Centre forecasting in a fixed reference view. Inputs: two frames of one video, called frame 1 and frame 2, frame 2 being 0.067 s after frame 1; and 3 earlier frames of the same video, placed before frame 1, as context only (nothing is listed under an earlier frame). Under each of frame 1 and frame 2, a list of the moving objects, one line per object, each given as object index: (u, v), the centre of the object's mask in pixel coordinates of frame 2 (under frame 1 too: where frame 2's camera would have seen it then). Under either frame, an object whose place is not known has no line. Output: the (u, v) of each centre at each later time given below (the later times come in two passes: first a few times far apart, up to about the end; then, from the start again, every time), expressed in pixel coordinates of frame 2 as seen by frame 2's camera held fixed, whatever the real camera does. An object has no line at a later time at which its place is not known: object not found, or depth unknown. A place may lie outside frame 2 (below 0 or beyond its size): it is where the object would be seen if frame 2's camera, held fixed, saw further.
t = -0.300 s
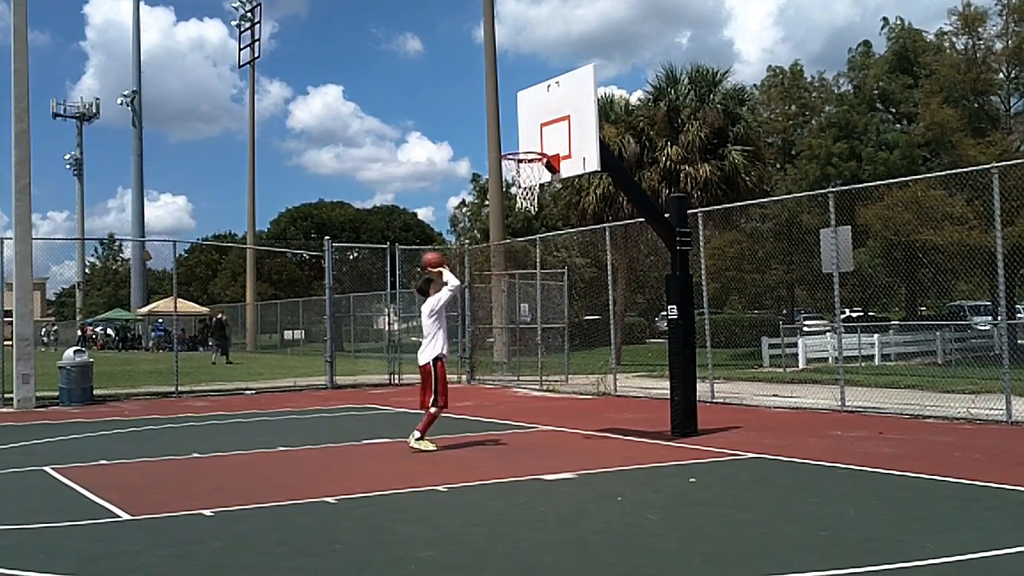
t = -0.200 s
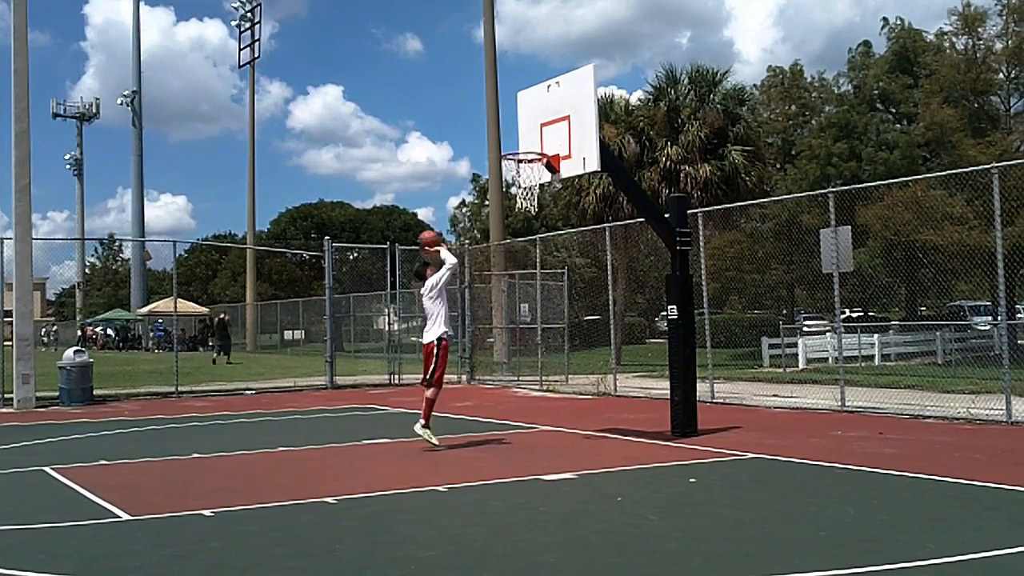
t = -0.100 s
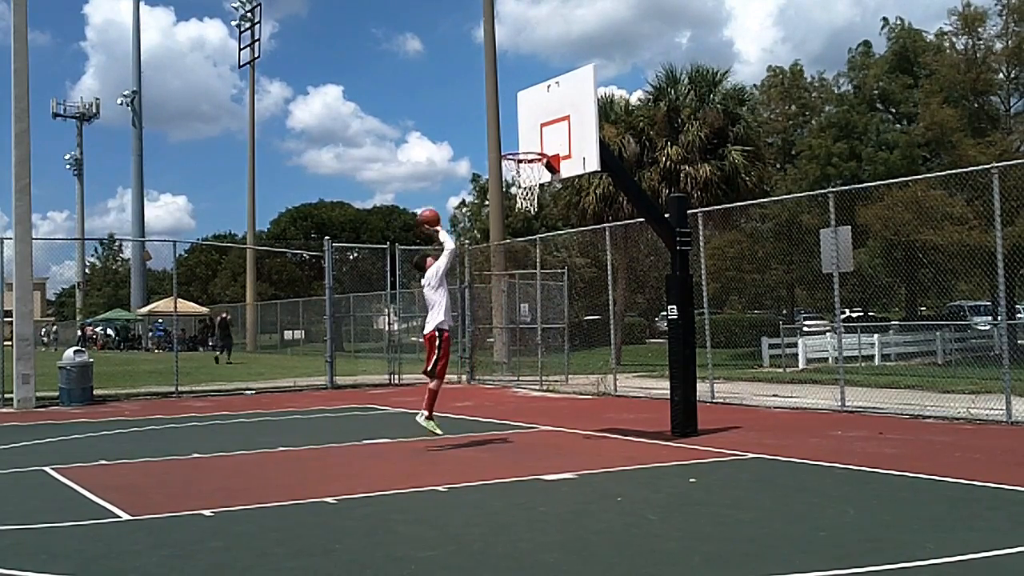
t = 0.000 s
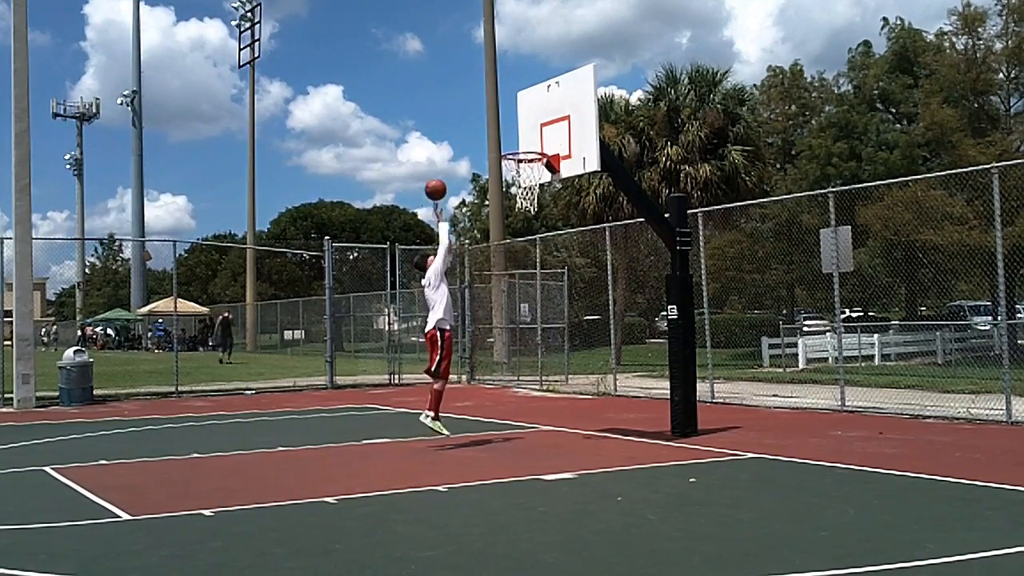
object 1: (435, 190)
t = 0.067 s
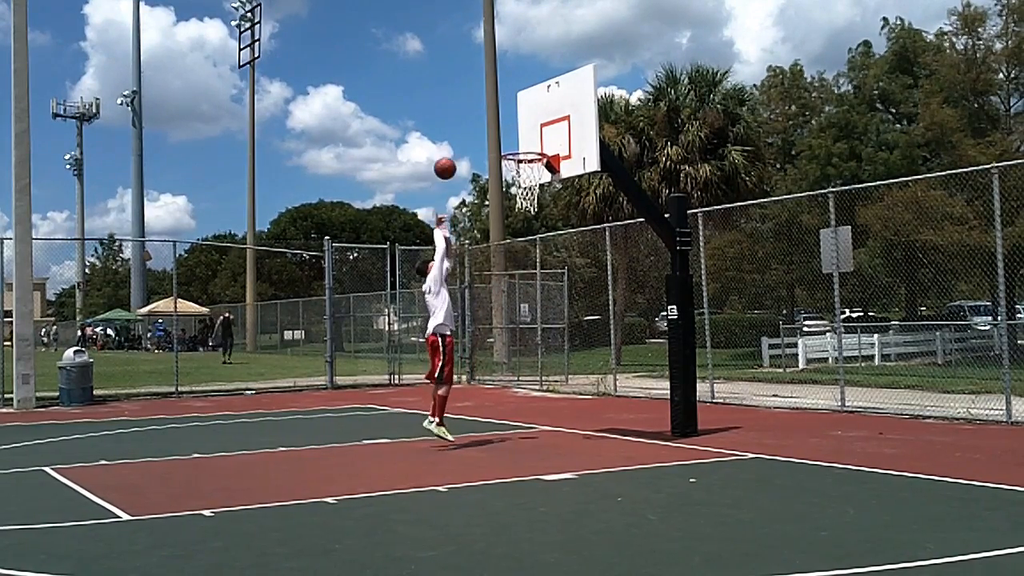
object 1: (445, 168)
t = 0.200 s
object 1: (464, 137)
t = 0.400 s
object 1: (494, 121)
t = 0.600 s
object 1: (525, 141)
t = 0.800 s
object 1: (518, 182)
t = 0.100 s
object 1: (450, 159)
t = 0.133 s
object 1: (454, 151)
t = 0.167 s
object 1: (459, 143)
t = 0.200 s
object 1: (464, 137)
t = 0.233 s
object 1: (469, 132)
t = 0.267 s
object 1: (474, 128)
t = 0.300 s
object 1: (479, 125)
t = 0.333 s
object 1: (483, 123)
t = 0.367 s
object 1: (489, 121)
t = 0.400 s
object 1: (494, 121)
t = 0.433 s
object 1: (499, 122)
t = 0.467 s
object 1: (504, 124)
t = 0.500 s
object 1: (509, 126)
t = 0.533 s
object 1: (515, 131)
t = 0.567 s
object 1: (520, 135)
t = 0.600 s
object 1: (525, 141)
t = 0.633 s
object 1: (531, 145)
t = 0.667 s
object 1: (534, 156)
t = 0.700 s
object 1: (530, 162)
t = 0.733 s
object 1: (526, 168)
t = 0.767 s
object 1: (522, 175)
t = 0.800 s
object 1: (518, 182)
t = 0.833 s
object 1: (518, 185)
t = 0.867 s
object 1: (514, 188)
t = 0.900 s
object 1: (510, 194)
